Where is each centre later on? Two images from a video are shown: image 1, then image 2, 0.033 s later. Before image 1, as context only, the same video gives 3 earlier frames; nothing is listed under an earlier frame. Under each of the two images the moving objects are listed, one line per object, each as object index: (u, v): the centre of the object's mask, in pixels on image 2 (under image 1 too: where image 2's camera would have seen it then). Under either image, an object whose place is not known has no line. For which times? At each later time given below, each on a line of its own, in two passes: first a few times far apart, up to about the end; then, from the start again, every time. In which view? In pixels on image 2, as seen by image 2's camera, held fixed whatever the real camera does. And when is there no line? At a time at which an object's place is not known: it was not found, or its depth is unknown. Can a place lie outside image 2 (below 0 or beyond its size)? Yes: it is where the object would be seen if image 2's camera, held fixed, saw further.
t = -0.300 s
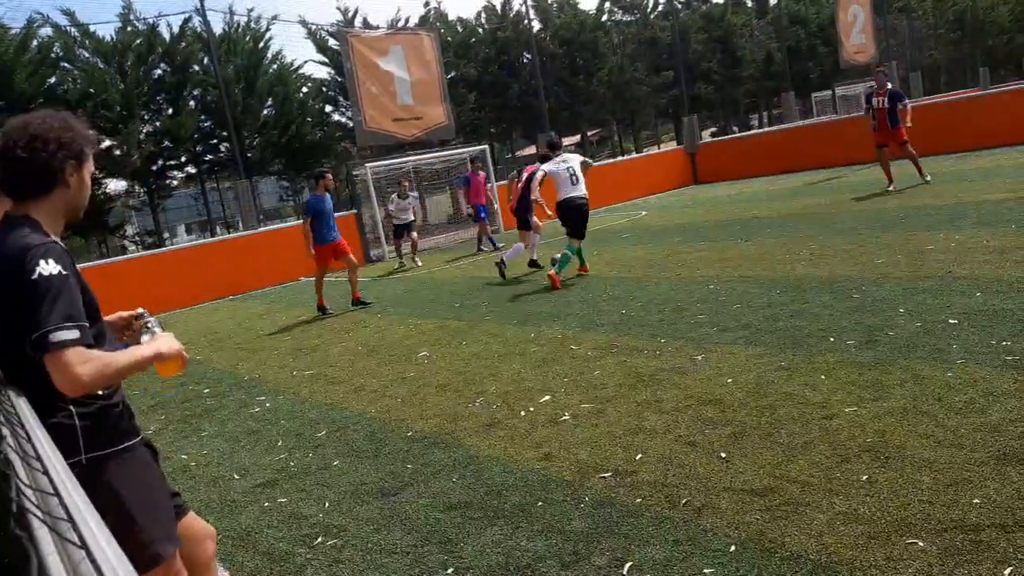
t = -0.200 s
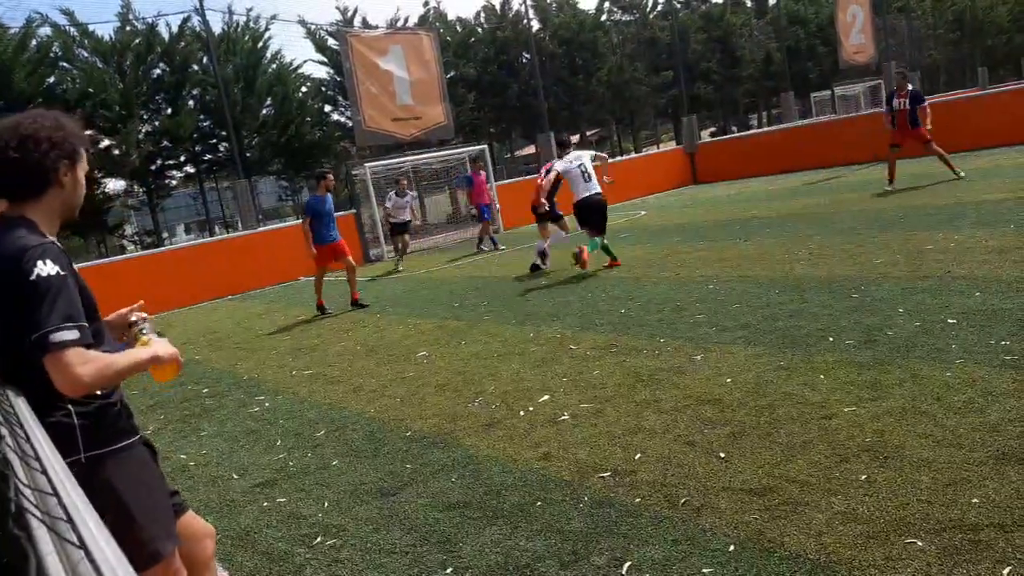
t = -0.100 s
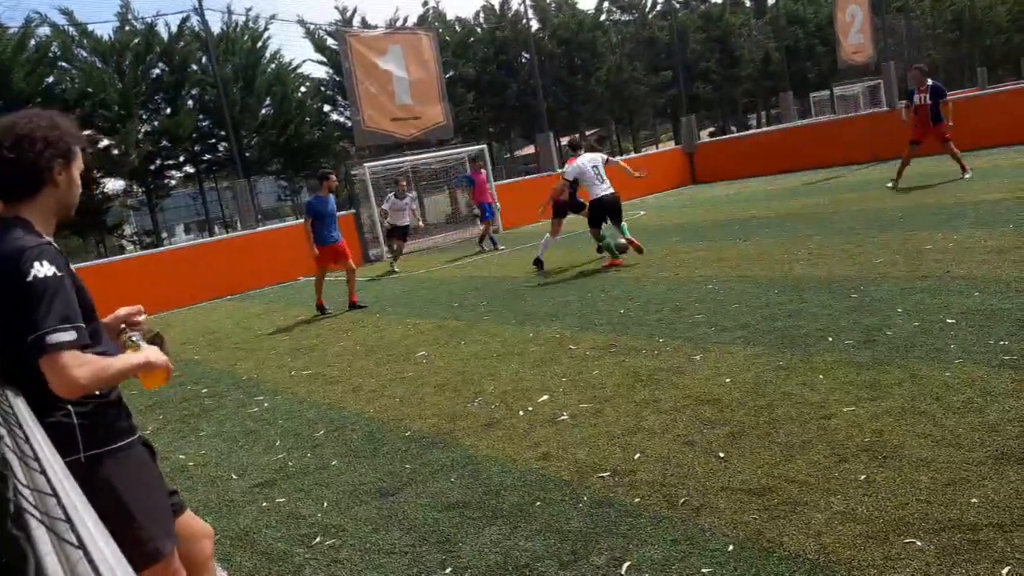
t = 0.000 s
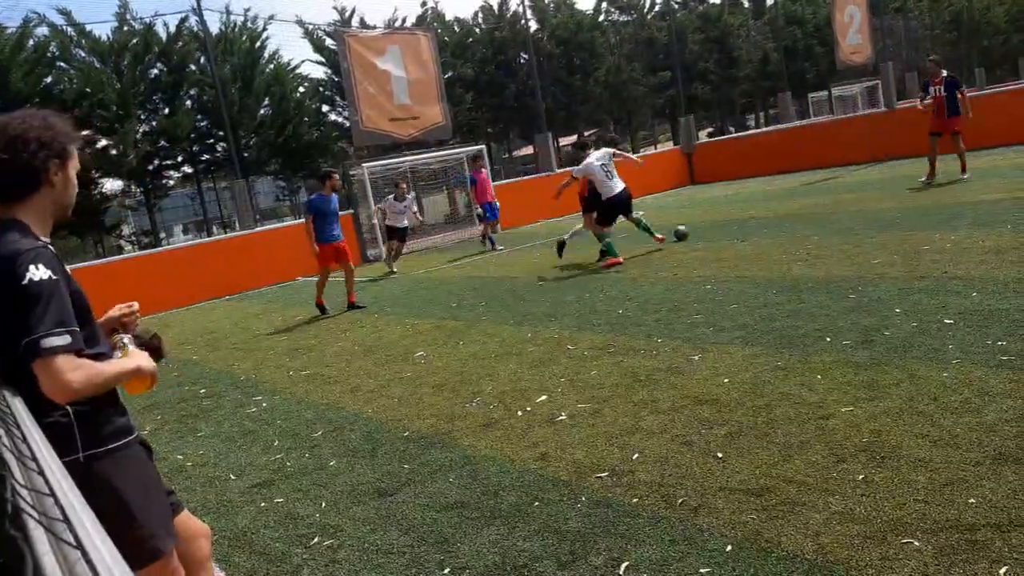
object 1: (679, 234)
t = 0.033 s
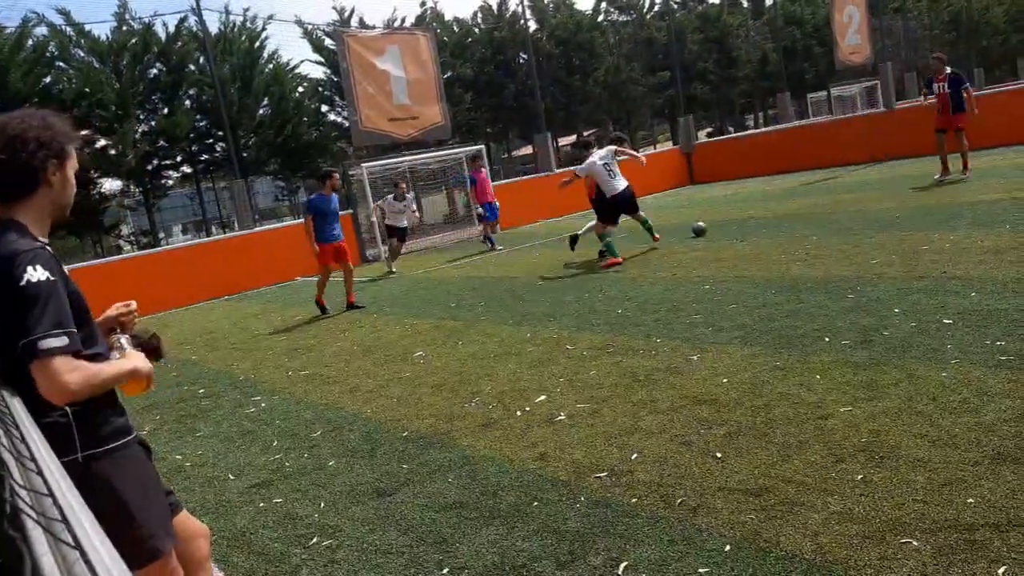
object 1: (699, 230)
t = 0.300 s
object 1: (824, 203)
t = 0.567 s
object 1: (913, 182)
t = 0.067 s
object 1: (716, 226)
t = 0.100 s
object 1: (735, 222)
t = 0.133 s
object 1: (751, 219)
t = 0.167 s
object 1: (767, 215)
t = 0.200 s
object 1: (782, 212)
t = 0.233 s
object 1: (798, 209)
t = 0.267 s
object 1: (811, 205)
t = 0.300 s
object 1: (824, 203)
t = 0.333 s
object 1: (837, 199)
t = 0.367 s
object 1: (849, 197)
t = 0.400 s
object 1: (861, 194)
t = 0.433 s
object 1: (872, 192)
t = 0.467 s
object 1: (884, 189)
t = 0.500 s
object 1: (894, 187)
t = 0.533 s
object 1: (904, 185)
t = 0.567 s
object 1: (913, 182)
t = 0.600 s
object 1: (923, 180)
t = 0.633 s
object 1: (933, 178)
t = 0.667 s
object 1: (942, 176)
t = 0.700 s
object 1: (951, 175)
